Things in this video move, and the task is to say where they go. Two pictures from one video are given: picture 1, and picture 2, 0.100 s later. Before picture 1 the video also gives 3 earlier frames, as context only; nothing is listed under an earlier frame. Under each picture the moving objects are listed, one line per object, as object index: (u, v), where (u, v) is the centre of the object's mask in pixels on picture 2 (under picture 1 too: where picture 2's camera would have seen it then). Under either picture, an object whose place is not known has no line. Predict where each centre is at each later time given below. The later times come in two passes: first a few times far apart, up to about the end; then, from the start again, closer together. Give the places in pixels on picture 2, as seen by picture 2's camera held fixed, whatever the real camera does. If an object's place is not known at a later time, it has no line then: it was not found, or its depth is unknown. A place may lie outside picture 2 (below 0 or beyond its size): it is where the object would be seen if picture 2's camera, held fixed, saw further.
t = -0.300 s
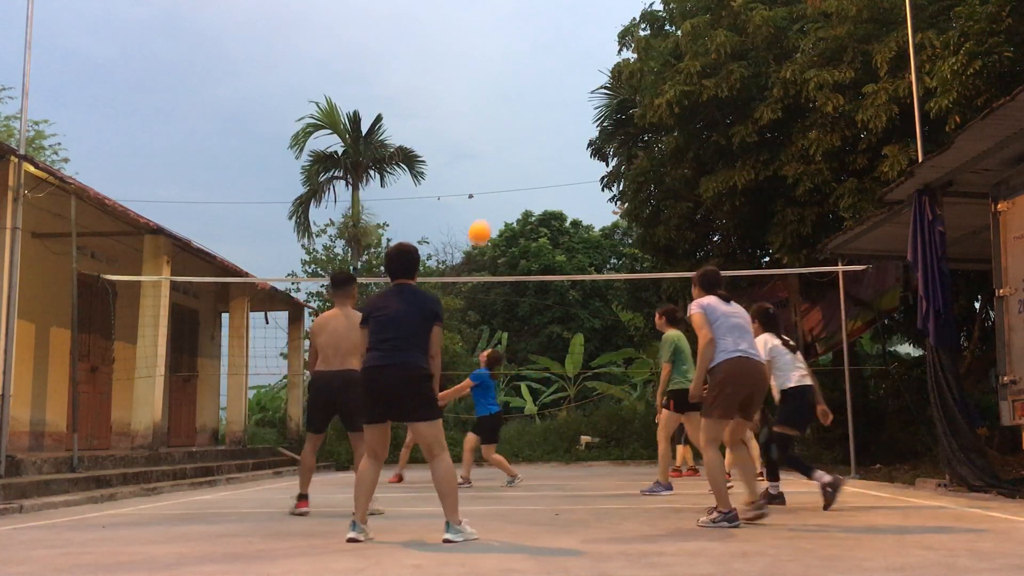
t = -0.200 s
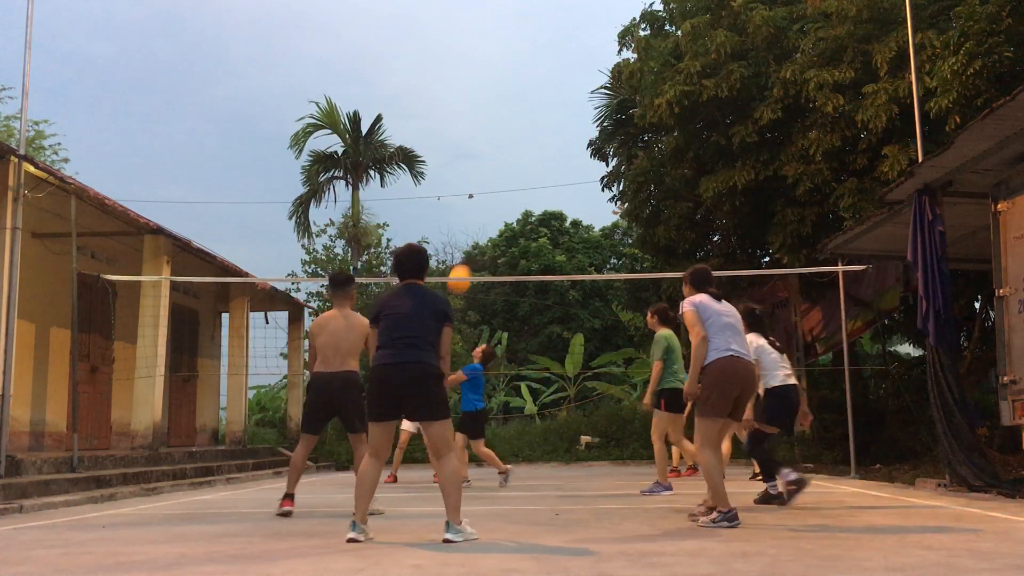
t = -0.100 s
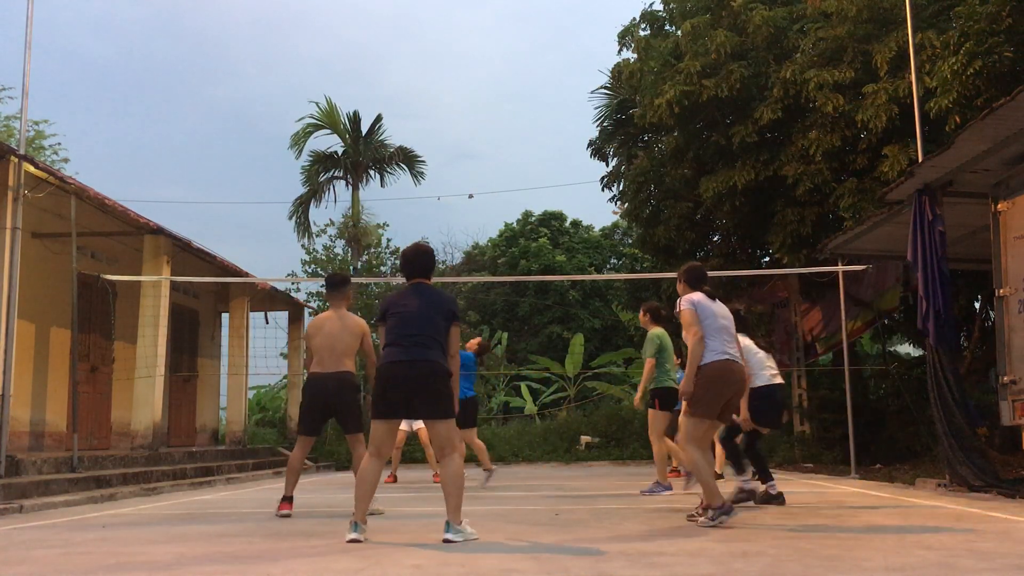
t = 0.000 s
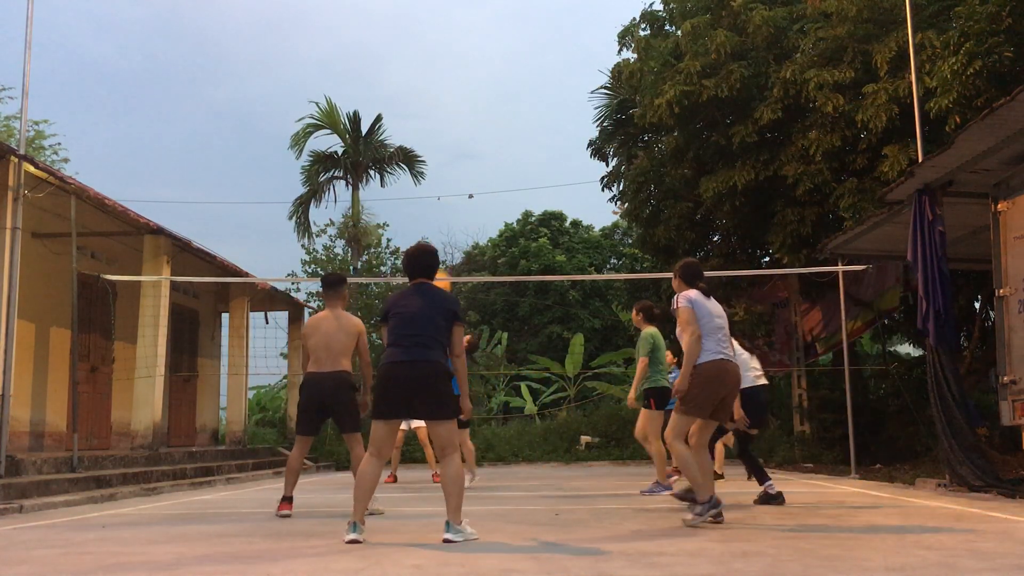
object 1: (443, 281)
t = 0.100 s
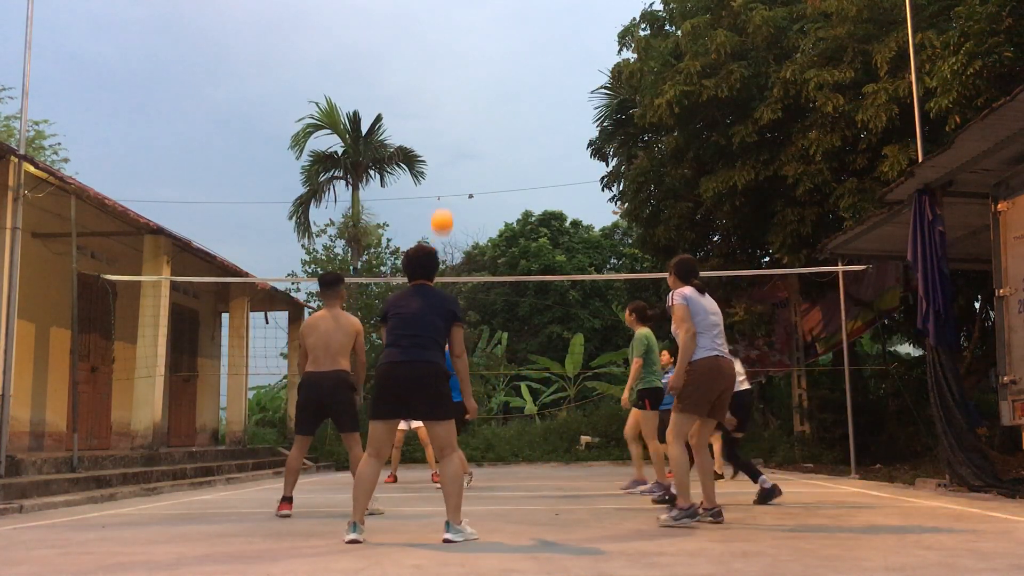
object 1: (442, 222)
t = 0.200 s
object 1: (445, 170)
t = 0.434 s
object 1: (450, 88)
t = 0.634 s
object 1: (453, 58)
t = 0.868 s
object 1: (458, 65)
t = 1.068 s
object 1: (463, 109)
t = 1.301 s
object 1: (468, 207)
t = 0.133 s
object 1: (443, 203)
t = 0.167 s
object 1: (444, 185)
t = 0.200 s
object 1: (445, 170)
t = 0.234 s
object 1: (446, 155)
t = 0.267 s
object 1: (447, 141)
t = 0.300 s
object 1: (448, 129)
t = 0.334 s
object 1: (448, 116)
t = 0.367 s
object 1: (449, 106)
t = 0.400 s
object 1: (450, 97)
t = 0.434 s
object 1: (450, 88)
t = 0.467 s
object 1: (451, 81)
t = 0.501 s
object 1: (451, 74)
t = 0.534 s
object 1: (452, 69)
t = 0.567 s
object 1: (452, 64)
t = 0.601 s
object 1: (453, 60)
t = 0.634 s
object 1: (453, 58)
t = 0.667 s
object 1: (454, 56)
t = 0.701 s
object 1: (455, 55)
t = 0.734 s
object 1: (455, 55)
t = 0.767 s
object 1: (456, 56)
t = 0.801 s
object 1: (457, 58)
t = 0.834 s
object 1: (458, 61)
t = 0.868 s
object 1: (458, 65)
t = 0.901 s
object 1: (459, 70)
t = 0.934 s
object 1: (460, 76)
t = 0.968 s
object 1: (460, 83)
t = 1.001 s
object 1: (461, 90)
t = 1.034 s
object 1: (462, 100)
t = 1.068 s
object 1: (463, 109)
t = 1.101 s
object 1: (464, 120)
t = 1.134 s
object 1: (464, 132)
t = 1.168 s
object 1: (465, 145)
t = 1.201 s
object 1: (466, 159)
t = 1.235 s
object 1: (467, 174)
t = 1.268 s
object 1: (468, 189)
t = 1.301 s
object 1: (468, 207)
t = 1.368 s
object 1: (471, 244)
